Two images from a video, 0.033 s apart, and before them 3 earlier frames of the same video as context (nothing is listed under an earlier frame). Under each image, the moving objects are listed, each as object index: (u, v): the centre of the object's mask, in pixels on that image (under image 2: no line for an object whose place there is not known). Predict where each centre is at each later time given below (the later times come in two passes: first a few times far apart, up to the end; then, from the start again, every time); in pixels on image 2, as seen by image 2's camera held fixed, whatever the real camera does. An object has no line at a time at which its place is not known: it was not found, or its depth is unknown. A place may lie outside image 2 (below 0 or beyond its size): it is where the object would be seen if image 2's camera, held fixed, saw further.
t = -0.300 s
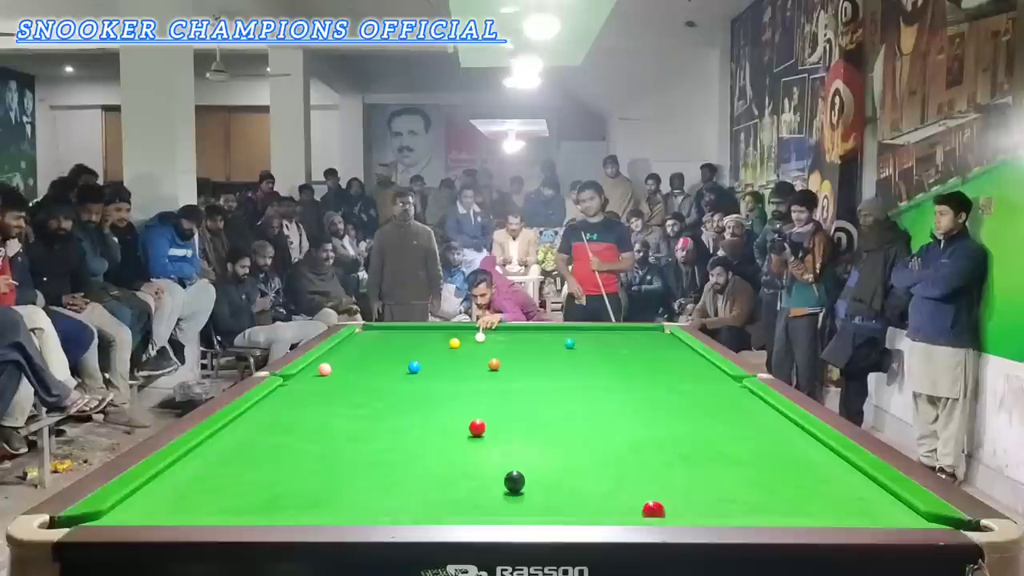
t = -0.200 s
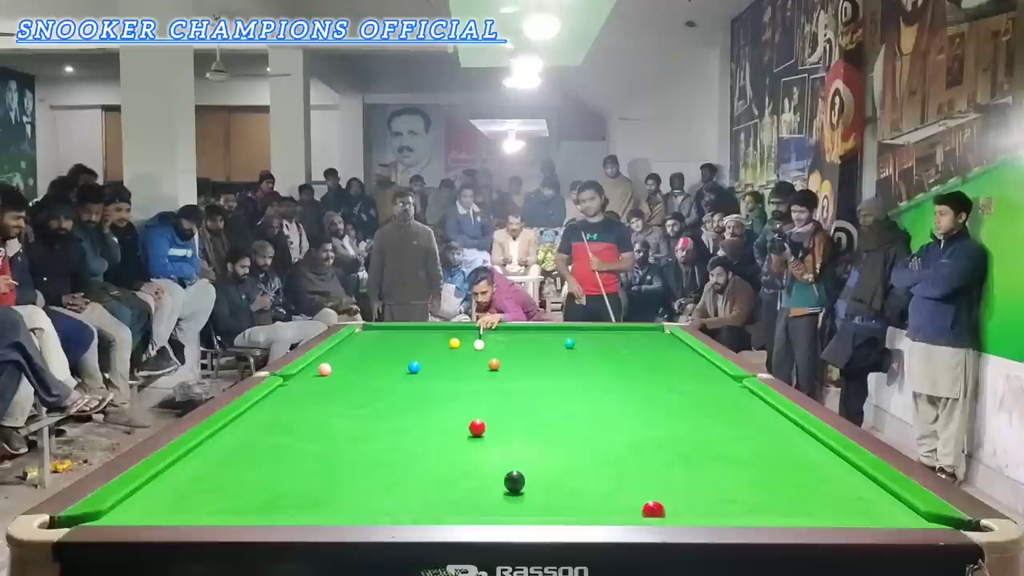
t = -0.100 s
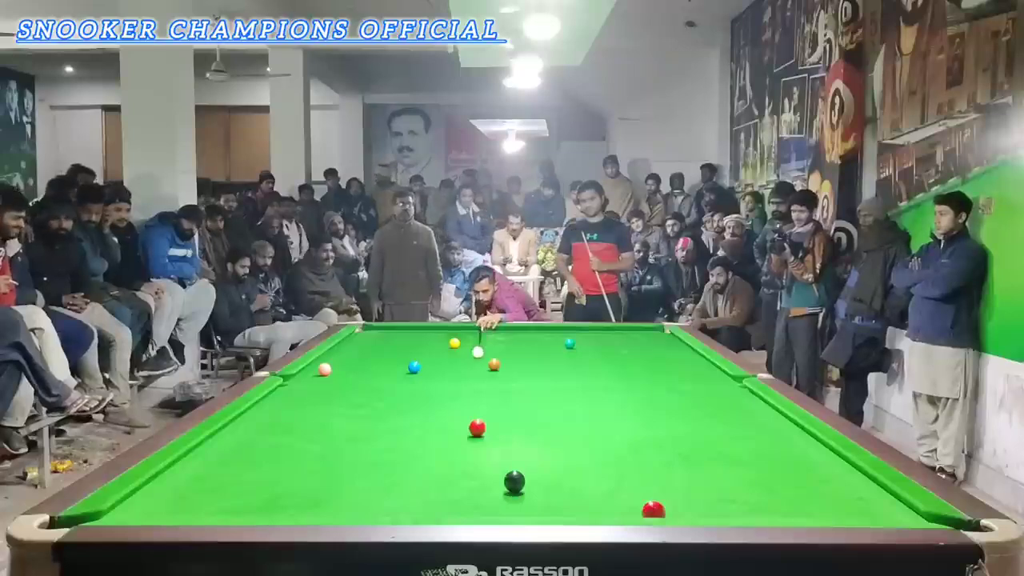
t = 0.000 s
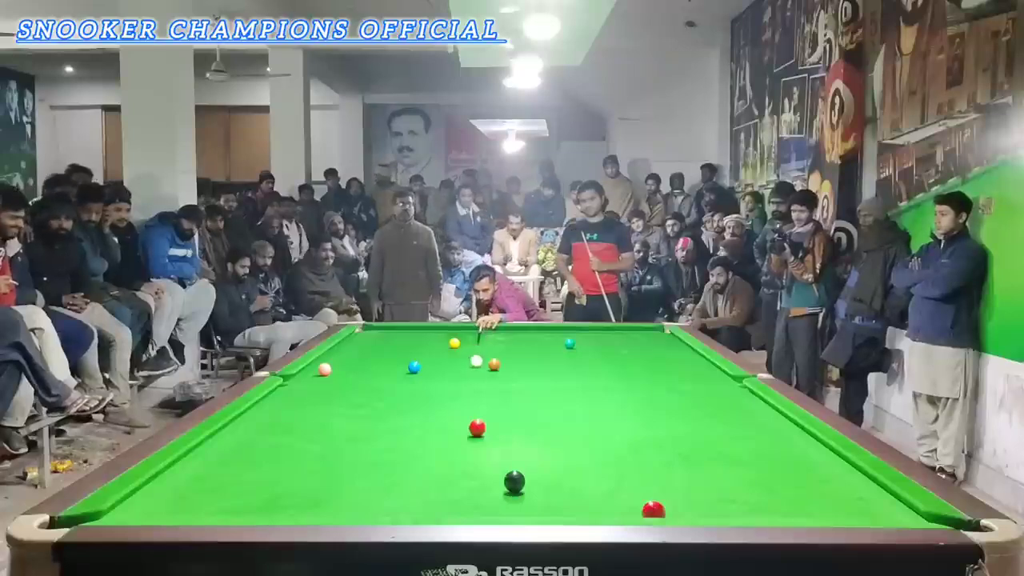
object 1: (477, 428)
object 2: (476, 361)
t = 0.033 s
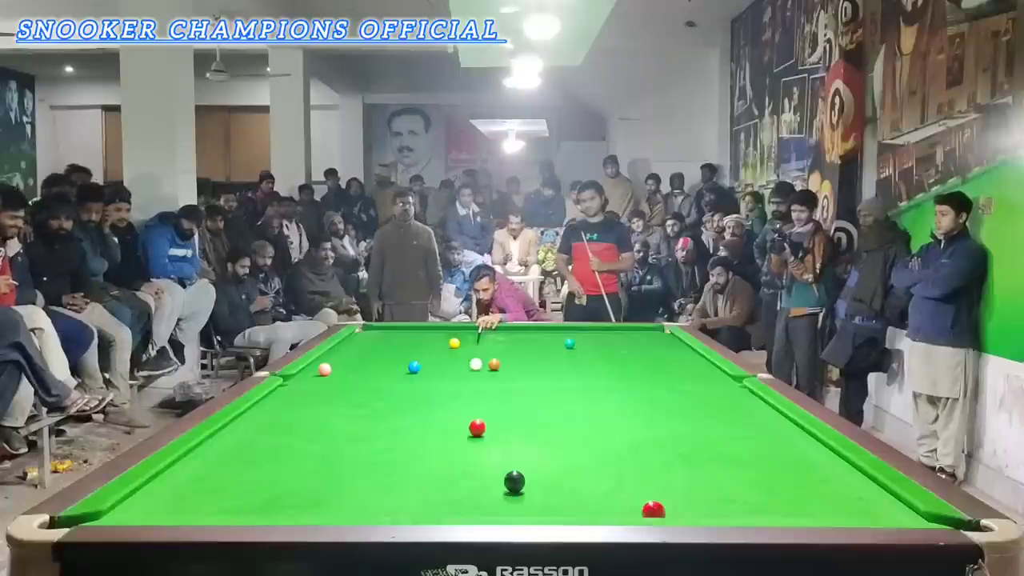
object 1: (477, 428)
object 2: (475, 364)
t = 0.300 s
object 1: (477, 428)
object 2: (471, 395)
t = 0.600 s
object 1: (517, 439)
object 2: (421, 436)
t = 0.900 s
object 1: (612, 465)
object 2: (296, 478)
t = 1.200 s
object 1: (724, 496)
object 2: (165, 506)
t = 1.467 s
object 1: (824, 512)
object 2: (173, 478)
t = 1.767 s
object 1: (857, 496)
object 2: (241, 454)
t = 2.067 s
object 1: (851, 478)
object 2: (295, 435)
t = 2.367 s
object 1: (804, 465)
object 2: (337, 420)
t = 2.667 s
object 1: (765, 454)
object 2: (373, 407)
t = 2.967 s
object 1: (733, 445)
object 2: (402, 397)
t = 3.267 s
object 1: (706, 437)
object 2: (427, 388)
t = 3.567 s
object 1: (684, 430)
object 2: (447, 380)
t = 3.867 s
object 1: (666, 425)
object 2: (465, 373)
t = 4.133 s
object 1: (652, 421)
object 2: (478, 368)
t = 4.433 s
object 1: (639, 417)
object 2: (481, 365)
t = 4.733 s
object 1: (629, 414)
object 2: (478, 363)
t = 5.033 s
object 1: (621, 412)
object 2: (475, 361)
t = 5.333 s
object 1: (615, 410)
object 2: (472, 359)
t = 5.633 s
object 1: (611, 410)
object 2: (470, 359)
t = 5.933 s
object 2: (470, 358)
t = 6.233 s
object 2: (469, 358)
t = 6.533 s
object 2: (469, 357)
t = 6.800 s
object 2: (469, 357)
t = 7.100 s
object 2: (469, 357)
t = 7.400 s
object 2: (469, 357)
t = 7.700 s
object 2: (469, 357)
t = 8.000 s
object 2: (469, 358)
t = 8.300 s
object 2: (469, 357)
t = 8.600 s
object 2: (469, 357)
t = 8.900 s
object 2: (469, 357)
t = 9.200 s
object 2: (469, 357)
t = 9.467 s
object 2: (469, 357)
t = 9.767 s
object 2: (469, 357)
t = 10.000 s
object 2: (469, 357)
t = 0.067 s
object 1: (477, 428)
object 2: (475, 368)
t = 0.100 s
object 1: (477, 428)
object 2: (474, 371)
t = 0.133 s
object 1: (477, 428)
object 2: (474, 375)
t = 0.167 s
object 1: (477, 428)
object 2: (473, 379)
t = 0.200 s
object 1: (477, 428)
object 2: (472, 382)
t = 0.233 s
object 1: (477, 428)
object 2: (472, 387)
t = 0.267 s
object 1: (477, 428)
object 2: (471, 391)
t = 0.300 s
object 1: (477, 428)
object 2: (471, 395)
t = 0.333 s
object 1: (477, 428)
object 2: (470, 400)
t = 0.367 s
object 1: (477, 428)
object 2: (469, 405)
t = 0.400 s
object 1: (477, 428)
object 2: (468, 410)
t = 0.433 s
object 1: (477, 428)
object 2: (467, 415)
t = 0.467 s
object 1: (477, 428)
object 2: (465, 420)
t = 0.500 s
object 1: (482, 429)
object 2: (461, 426)
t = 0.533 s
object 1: (494, 432)
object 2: (447, 429)
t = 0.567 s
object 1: (506, 436)
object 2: (434, 432)
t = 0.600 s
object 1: (517, 439)
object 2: (421, 436)
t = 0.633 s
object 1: (528, 442)
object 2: (409, 440)
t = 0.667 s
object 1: (539, 445)
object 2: (396, 444)
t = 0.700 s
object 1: (548, 447)
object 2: (384, 448)
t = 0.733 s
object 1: (558, 450)
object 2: (370, 453)
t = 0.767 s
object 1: (569, 453)
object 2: (356, 458)
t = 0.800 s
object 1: (579, 456)
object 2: (342, 462)
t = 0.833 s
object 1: (590, 459)
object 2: (328, 468)
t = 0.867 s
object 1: (601, 462)
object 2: (312, 473)
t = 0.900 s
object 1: (612, 465)
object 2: (296, 478)
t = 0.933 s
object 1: (623, 468)
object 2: (280, 483)
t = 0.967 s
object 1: (635, 471)
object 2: (262, 489)
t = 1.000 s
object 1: (647, 475)
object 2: (244, 495)
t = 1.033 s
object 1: (659, 478)
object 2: (225, 501)
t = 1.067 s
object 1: (672, 482)
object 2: (206, 506)
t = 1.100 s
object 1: (684, 485)
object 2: (187, 510)
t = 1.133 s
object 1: (697, 489)
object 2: (170, 512)
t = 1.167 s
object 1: (711, 492)
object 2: (167, 509)
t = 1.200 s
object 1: (724, 496)
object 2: (165, 506)
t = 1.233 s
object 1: (738, 500)
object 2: (161, 504)
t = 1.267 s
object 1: (753, 504)
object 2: (159, 499)
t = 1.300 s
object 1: (767, 507)
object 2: (156, 495)
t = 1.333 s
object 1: (782, 509)
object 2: (153, 492)
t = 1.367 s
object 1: (797, 512)
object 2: (151, 488)
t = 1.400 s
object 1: (813, 514)
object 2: (155, 485)
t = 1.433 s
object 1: (820, 514)
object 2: (164, 482)
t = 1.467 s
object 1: (824, 512)
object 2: (173, 478)
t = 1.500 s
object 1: (828, 511)
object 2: (182, 476)
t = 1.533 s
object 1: (831, 510)
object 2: (190, 473)
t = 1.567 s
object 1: (836, 508)
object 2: (198, 470)
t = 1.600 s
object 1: (839, 507)
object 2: (205, 467)
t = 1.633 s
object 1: (843, 505)
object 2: (213, 464)
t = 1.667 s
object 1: (846, 502)
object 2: (220, 462)
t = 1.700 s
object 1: (850, 500)
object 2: (227, 459)
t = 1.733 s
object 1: (853, 498)
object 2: (234, 457)
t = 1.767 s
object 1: (857, 496)
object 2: (241, 454)
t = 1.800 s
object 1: (860, 494)
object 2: (248, 452)
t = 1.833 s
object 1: (863, 491)
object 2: (254, 450)
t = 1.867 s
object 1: (866, 490)
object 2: (260, 448)
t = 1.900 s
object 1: (870, 487)
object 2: (266, 446)
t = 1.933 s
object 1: (872, 485)
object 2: (272, 444)
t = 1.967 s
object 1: (869, 484)
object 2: (278, 442)
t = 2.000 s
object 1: (863, 482)
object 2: (284, 439)
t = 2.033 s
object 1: (857, 480)
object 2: (289, 437)
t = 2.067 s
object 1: (851, 478)
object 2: (295, 435)
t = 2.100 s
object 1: (845, 477)
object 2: (300, 434)
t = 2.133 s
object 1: (840, 476)
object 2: (305, 432)
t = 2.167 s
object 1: (834, 474)
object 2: (310, 430)
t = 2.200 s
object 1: (829, 472)
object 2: (315, 428)
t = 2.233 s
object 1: (824, 471)
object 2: (320, 427)
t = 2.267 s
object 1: (818, 469)
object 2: (324, 425)
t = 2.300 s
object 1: (813, 468)
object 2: (329, 423)
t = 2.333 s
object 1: (809, 466)
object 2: (333, 422)
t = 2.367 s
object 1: (804, 465)
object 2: (337, 420)
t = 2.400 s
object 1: (799, 464)
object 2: (342, 419)
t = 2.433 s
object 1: (794, 463)
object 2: (346, 417)
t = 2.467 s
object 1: (790, 461)
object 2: (350, 416)
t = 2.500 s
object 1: (786, 460)
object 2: (354, 414)
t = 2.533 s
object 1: (781, 459)
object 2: (358, 413)
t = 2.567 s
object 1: (777, 458)
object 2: (362, 411)
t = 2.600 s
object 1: (773, 456)
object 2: (366, 410)
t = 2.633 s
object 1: (769, 455)
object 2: (369, 409)
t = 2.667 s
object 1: (765, 454)
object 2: (373, 407)
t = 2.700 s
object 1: (761, 453)
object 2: (377, 406)
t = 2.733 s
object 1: (757, 452)
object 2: (380, 405)
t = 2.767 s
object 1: (754, 451)
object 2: (383, 404)
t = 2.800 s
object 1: (750, 450)
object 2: (386, 402)
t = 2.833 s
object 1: (746, 449)
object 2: (390, 401)
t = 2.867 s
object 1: (743, 447)
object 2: (393, 400)
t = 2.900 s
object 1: (740, 447)
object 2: (396, 399)
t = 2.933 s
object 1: (736, 446)
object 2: (399, 398)
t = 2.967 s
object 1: (733, 445)
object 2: (402, 397)
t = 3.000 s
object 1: (730, 444)
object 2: (405, 396)
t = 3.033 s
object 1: (727, 443)
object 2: (408, 395)
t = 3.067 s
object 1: (724, 442)
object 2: (411, 394)
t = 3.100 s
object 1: (721, 441)
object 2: (413, 393)
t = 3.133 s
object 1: (718, 440)
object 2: (416, 392)
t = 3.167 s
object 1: (715, 439)
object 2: (419, 391)
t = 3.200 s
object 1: (712, 439)
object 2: (421, 390)
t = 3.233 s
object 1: (709, 438)
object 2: (424, 389)
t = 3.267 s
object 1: (706, 437)
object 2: (427, 388)
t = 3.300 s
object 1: (704, 436)
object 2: (429, 387)
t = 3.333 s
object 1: (701, 435)
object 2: (431, 386)
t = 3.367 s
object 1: (698, 435)
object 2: (434, 385)
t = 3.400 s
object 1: (696, 434)
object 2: (436, 384)
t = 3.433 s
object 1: (694, 433)
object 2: (439, 383)
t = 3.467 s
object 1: (691, 433)
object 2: (441, 382)
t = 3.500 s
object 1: (689, 432)
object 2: (443, 382)
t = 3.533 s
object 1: (687, 431)
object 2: (445, 381)
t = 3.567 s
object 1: (684, 430)
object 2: (447, 380)
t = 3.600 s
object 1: (682, 430)
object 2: (449, 379)
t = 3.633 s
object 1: (680, 429)
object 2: (451, 378)
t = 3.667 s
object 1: (678, 428)
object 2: (454, 378)
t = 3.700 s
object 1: (676, 428)
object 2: (455, 377)
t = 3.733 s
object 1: (674, 427)
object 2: (457, 376)
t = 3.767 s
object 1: (672, 427)
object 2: (459, 375)
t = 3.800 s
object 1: (670, 426)
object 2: (461, 375)
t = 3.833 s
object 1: (668, 426)
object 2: (463, 374)
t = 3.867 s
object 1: (666, 425)
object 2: (465, 373)
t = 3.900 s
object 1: (664, 424)
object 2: (467, 373)
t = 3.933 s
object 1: (662, 424)
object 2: (468, 372)
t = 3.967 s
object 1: (661, 423)
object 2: (470, 371)
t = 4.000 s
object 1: (659, 423)
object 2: (472, 371)
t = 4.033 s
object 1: (657, 422)
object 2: (473, 370)
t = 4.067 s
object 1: (655, 422)
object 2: (475, 370)
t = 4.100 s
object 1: (654, 421)
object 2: (477, 369)
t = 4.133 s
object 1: (652, 421)
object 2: (478, 368)
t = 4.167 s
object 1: (651, 421)
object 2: (480, 368)
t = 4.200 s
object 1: (649, 420)
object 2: (481, 367)
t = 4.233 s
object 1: (648, 420)
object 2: (483, 367)
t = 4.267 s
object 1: (646, 419)
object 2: (484, 366)
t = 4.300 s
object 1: (645, 419)
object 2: (483, 366)
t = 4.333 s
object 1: (643, 419)
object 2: (483, 365)
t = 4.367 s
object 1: (642, 418)
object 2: (482, 365)
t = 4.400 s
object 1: (640, 418)
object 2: (482, 365)
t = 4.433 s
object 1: (639, 417)
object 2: (481, 365)
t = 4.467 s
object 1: (638, 417)
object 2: (481, 364)
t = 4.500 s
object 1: (636, 417)
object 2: (481, 364)
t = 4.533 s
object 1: (635, 416)
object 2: (480, 364)
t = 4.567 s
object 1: (634, 416)
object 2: (480, 364)
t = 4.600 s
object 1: (633, 416)
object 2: (479, 364)
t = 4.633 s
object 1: (632, 415)
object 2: (479, 363)
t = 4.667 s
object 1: (631, 415)
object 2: (479, 363)
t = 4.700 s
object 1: (630, 415)
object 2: (478, 363)
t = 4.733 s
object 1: (629, 414)
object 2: (478, 363)
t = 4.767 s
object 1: (628, 414)
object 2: (478, 362)
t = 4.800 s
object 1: (627, 414)
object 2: (477, 362)
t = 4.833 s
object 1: (626, 414)
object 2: (477, 362)
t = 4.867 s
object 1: (625, 414)
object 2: (477, 362)
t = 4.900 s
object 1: (624, 413)
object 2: (476, 362)
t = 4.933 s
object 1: (623, 413)
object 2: (476, 361)
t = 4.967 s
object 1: (622, 413)
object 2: (476, 361)
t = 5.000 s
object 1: (621, 413)
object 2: (475, 361)
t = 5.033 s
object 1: (621, 412)
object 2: (475, 361)
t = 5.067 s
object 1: (620, 412)
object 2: (475, 361)
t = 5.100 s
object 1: (619, 412)
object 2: (474, 361)
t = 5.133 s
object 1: (618, 412)
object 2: (474, 361)
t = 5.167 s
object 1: (618, 411)
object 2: (474, 360)
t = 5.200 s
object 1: (617, 411)
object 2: (474, 360)
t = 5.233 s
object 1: (617, 411)
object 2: (473, 360)
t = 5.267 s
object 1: (616, 411)
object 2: (473, 360)
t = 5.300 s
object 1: (615, 411)
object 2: (473, 360)
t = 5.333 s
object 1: (615, 410)
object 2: (472, 359)
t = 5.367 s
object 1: (614, 410)
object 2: (472, 359)
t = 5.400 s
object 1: (614, 410)
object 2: (472, 359)
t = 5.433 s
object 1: (613, 410)
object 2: (472, 359)
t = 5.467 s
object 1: (613, 410)
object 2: (471, 359)
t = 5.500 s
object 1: (612, 410)
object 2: (471, 359)
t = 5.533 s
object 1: (612, 410)
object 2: (471, 359)
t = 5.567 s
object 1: (611, 410)
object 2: (471, 359)
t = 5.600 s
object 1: (611, 410)
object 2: (471, 359)
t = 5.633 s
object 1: (611, 410)
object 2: (470, 359)
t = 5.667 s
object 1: (610, 409)
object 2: (470, 358)
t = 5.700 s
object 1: (610, 409)
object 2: (470, 358)
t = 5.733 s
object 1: (610, 409)
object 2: (470, 358)
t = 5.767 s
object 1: (610, 409)
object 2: (470, 358)
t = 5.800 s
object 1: (609, 409)
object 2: (470, 358)
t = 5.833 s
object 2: (470, 358)
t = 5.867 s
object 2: (470, 358)
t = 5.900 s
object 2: (470, 358)
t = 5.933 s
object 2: (470, 358)
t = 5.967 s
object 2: (469, 358)
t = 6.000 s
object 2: (469, 358)
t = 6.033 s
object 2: (469, 358)
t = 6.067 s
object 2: (469, 358)
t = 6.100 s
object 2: (469, 358)
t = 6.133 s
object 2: (469, 358)
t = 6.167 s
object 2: (469, 358)
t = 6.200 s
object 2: (469, 358)
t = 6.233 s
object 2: (469, 358)
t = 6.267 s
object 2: (469, 358)
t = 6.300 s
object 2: (469, 358)
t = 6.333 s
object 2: (469, 357)
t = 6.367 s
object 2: (469, 357)
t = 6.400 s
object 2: (469, 357)
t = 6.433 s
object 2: (469, 357)
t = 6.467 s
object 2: (469, 357)
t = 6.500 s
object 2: (469, 357)
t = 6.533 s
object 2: (469, 357)
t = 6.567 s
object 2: (469, 357)
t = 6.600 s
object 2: (469, 357)
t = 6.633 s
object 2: (469, 357)
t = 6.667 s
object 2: (469, 357)
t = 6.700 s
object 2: (469, 357)
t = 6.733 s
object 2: (469, 357)
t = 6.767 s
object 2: (469, 357)
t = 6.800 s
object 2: (469, 357)
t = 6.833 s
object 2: (469, 357)
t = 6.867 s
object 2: (469, 357)
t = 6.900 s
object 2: (469, 357)
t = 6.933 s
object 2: (469, 357)
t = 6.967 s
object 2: (469, 357)
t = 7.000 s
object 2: (469, 357)
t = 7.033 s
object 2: (469, 357)
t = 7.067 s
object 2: (469, 357)
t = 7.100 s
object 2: (469, 357)
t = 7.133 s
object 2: (469, 357)
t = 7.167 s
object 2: (469, 357)
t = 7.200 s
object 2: (469, 357)
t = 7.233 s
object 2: (469, 357)
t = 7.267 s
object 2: (469, 357)
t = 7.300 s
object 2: (469, 357)
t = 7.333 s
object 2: (469, 357)
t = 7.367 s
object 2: (469, 357)
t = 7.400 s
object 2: (469, 357)
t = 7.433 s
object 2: (469, 357)
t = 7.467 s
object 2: (469, 357)
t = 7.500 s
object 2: (469, 357)
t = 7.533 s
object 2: (469, 357)
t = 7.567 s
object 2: (469, 357)
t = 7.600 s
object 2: (469, 357)
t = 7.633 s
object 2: (469, 357)
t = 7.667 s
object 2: (469, 357)
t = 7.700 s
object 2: (469, 357)
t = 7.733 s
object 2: (469, 357)
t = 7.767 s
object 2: (469, 357)
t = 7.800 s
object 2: (469, 358)
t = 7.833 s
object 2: (469, 357)
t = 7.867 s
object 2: (469, 358)
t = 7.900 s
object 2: (469, 358)
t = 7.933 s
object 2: (469, 358)
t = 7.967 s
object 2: (469, 358)
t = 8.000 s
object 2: (469, 358)
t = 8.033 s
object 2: (469, 358)
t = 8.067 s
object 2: (469, 357)
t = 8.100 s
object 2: (469, 357)
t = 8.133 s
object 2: (469, 357)
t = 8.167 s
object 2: (469, 357)
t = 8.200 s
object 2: (469, 357)
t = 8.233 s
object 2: (469, 357)
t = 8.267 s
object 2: (469, 357)
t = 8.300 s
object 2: (469, 357)
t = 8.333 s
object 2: (469, 357)
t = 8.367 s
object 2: (469, 357)
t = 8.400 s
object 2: (469, 357)
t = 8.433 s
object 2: (469, 357)
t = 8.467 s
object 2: (469, 357)
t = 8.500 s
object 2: (469, 357)
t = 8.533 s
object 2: (469, 357)
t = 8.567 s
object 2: (469, 357)
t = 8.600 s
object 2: (469, 357)
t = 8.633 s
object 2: (469, 357)
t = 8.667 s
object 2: (469, 357)
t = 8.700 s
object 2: (469, 357)
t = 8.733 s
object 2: (469, 357)
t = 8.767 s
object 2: (469, 357)
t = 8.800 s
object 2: (469, 357)
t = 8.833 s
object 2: (469, 357)
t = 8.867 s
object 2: (469, 357)
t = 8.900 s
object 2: (469, 357)
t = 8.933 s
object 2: (469, 357)
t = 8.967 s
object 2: (469, 357)
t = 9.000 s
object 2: (469, 357)
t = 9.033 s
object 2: (469, 357)
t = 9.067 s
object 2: (469, 357)
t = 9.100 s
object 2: (469, 357)
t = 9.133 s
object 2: (469, 357)
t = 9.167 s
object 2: (469, 357)
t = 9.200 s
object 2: (469, 357)
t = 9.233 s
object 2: (469, 357)
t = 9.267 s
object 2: (469, 357)
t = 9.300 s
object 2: (469, 357)
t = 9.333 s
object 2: (469, 357)
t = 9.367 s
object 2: (469, 357)
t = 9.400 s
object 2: (469, 357)
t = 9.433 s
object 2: (469, 357)
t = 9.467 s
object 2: (469, 357)
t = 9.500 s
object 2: (469, 357)
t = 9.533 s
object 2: (469, 357)
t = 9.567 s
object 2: (469, 357)
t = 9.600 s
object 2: (469, 357)
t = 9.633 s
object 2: (469, 357)
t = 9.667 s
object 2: (469, 357)
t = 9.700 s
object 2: (469, 357)
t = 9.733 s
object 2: (469, 357)
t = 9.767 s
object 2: (469, 357)
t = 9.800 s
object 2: (469, 357)
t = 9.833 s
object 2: (469, 357)
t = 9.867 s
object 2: (469, 357)
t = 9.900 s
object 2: (469, 357)
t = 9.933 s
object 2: (469, 357)
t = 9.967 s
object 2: (469, 357)
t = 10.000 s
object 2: (469, 357)
